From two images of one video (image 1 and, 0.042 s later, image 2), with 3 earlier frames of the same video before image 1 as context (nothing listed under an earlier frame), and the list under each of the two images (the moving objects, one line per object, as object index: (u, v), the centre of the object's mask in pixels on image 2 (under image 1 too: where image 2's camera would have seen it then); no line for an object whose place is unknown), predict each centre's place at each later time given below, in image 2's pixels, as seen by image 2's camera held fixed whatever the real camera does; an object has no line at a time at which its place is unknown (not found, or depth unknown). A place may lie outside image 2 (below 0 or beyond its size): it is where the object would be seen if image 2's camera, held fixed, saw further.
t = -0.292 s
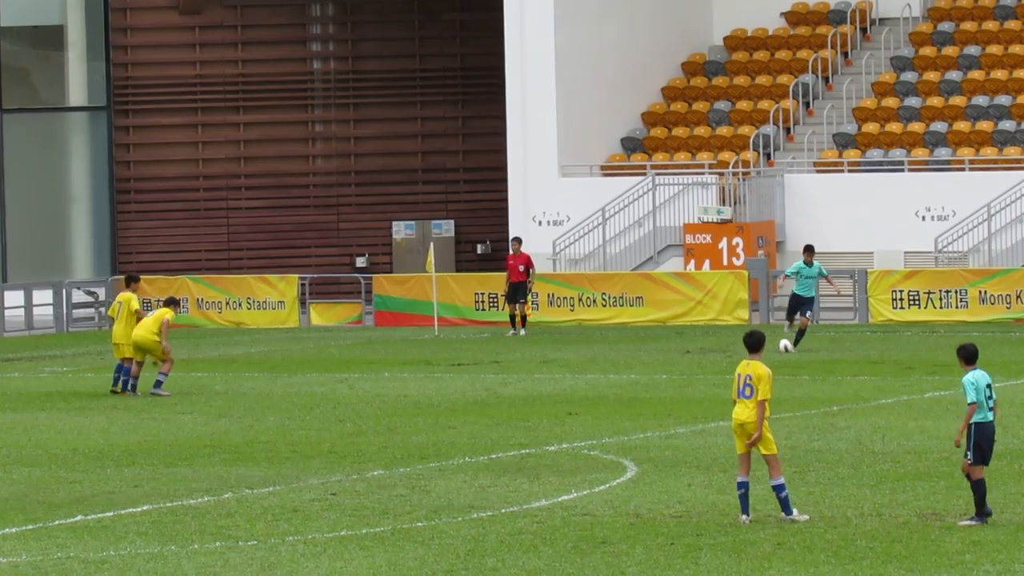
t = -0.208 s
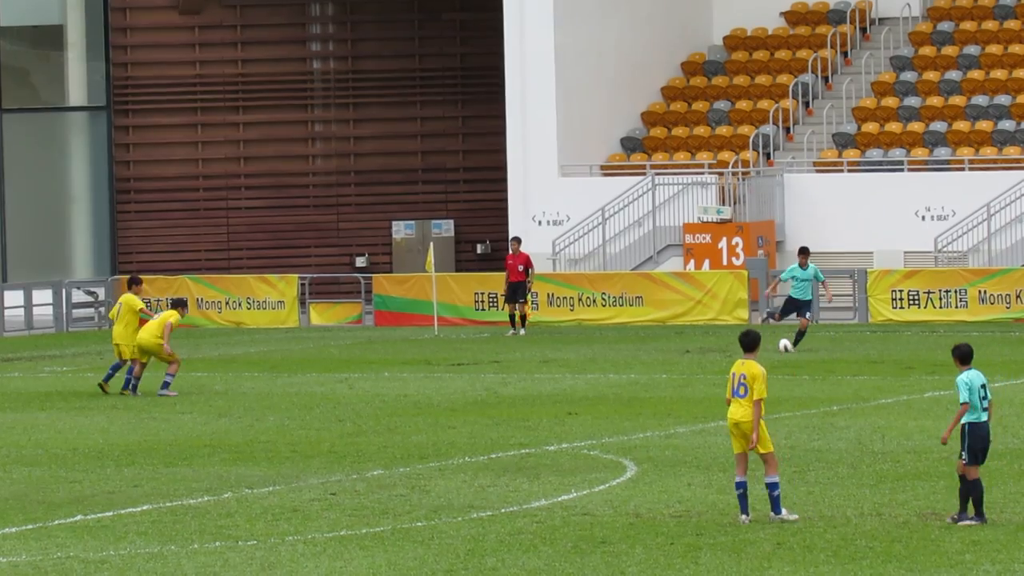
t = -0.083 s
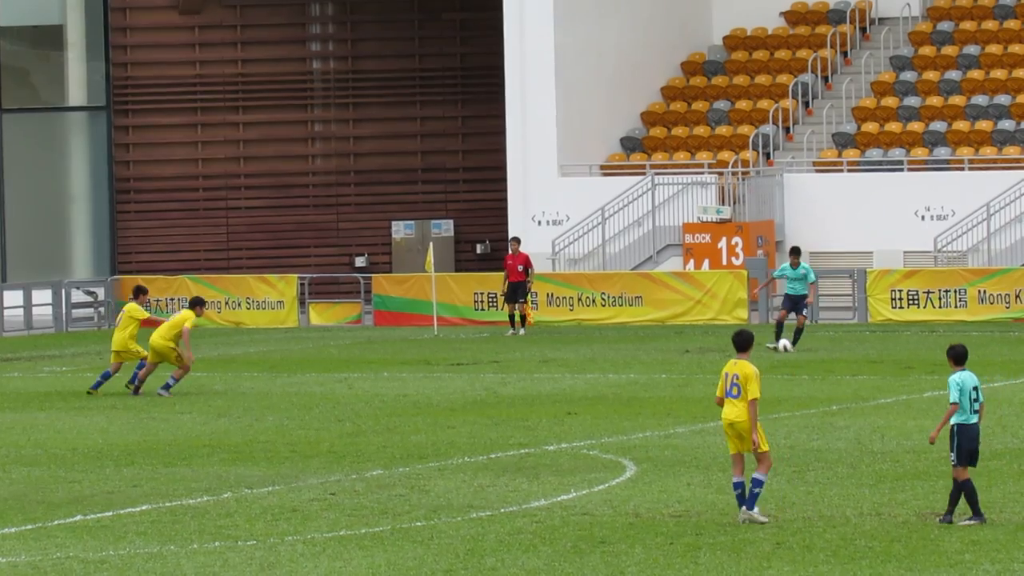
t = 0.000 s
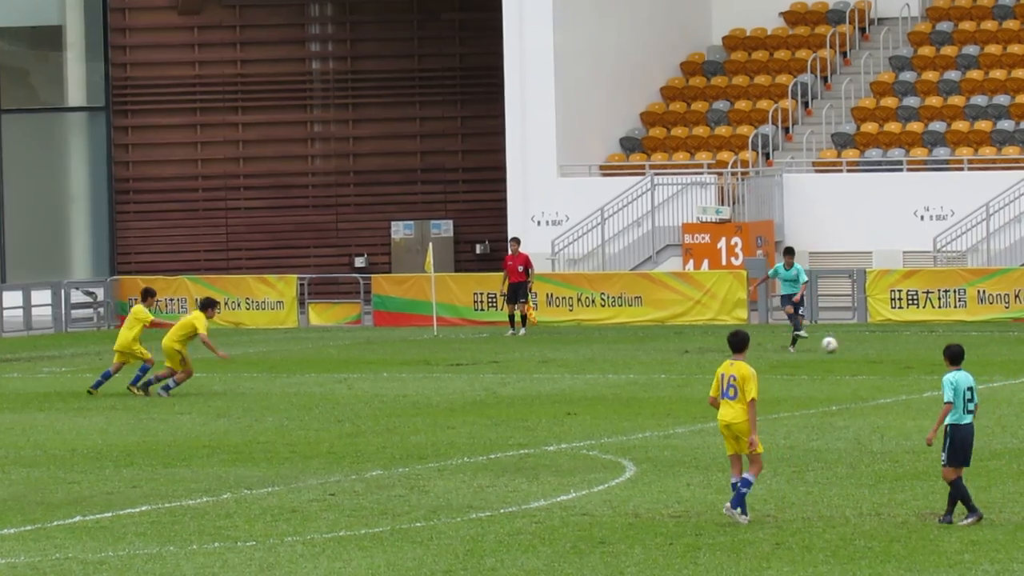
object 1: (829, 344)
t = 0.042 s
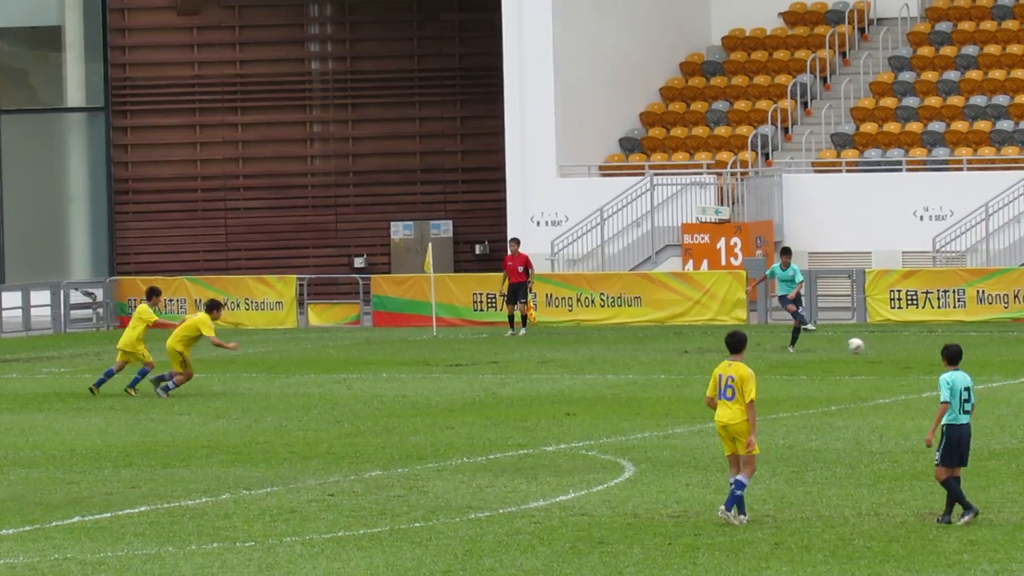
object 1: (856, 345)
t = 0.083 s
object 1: (882, 347)
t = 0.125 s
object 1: (909, 349)
